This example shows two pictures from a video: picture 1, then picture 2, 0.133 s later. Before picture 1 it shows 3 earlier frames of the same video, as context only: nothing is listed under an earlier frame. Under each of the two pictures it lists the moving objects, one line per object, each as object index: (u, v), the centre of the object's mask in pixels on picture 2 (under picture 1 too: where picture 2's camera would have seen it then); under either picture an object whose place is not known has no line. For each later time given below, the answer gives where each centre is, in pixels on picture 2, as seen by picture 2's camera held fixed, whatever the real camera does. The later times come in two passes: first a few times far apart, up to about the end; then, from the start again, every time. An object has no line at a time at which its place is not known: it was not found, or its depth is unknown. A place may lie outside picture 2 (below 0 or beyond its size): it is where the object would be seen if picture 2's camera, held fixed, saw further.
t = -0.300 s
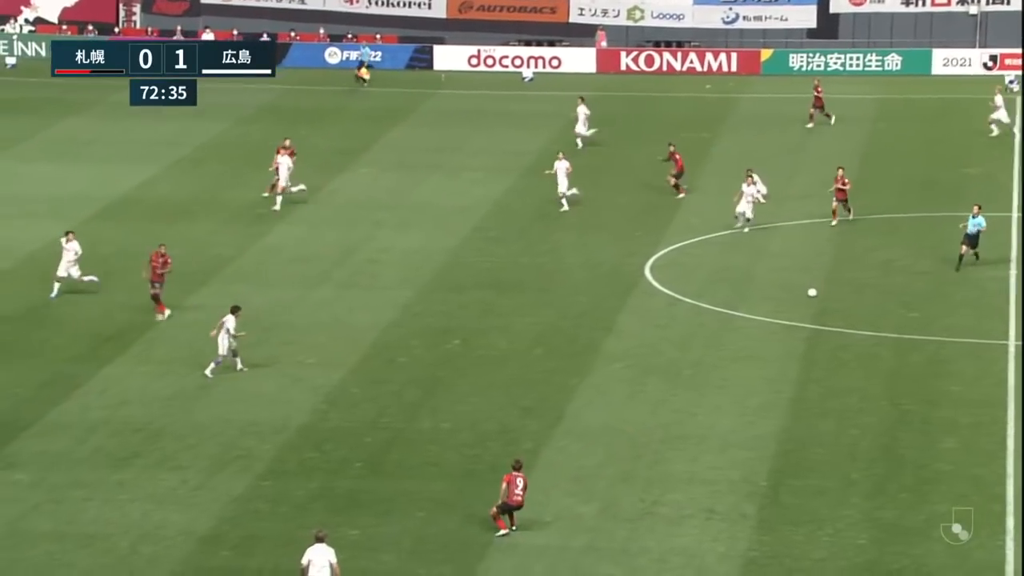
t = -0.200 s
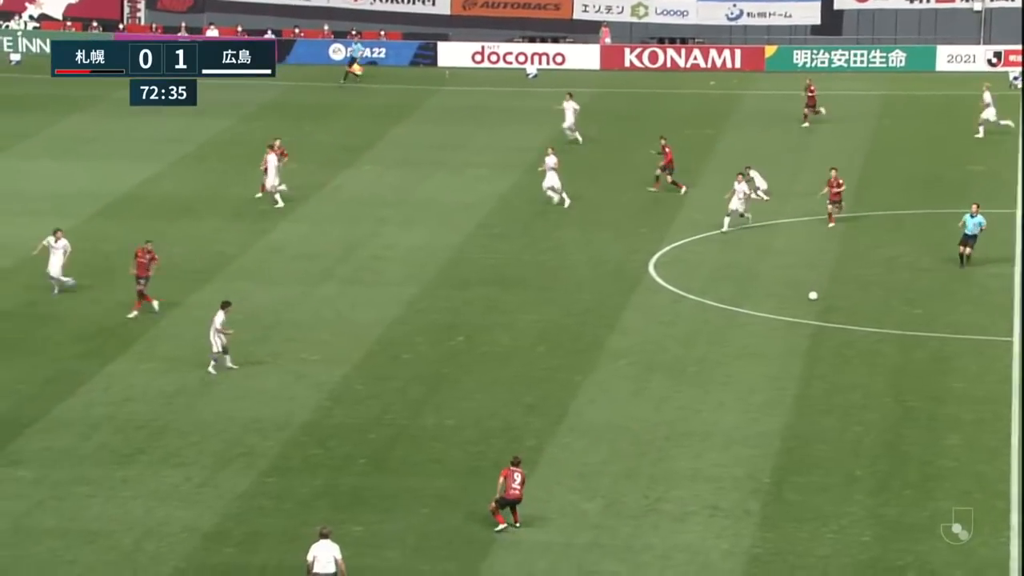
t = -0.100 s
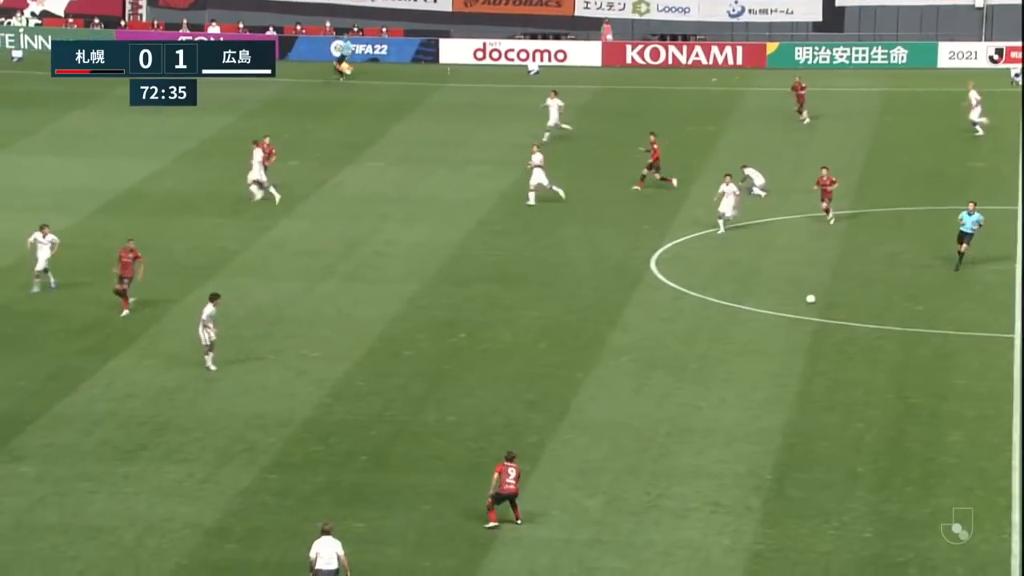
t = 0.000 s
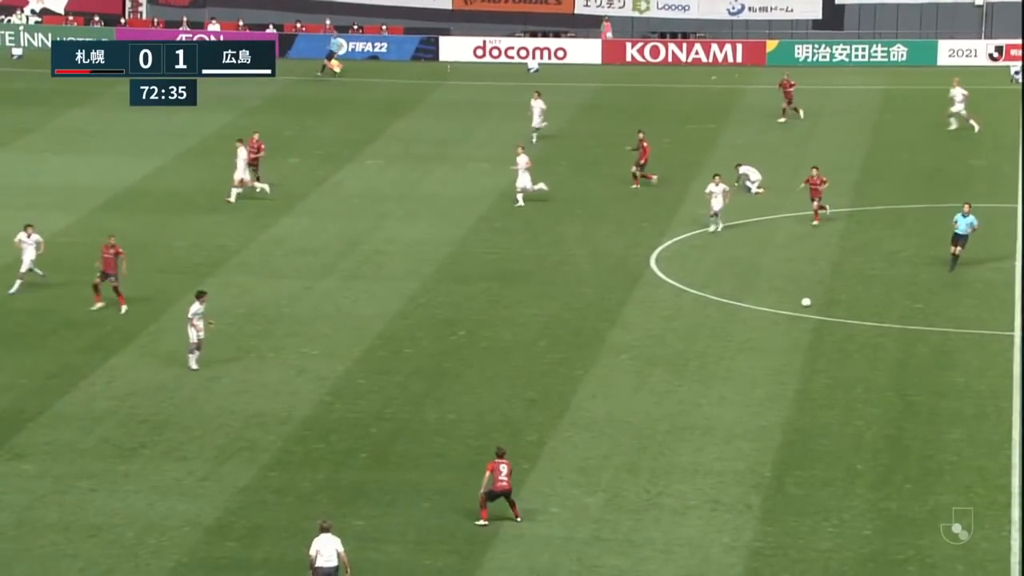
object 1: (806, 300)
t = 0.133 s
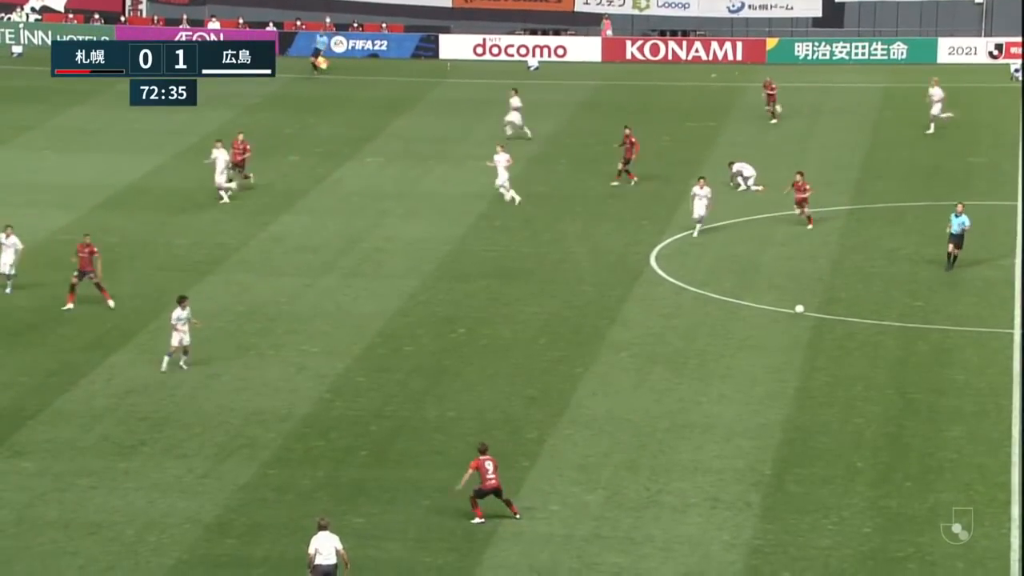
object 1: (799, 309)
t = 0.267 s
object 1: (793, 317)
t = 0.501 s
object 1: (783, 330)
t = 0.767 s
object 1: (774, 346)
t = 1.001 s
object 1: (767, 359)
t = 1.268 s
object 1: (760, 373)
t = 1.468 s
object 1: (752, 383)
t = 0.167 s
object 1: (798, 310)
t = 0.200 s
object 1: (796, 312)
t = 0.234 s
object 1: (794, 314)
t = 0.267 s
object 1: (793, 317)
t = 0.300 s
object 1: (791, 319)
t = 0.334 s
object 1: (789, 321)
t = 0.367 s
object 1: (788, 322)
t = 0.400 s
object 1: (787, 324)
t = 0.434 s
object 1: (785, 326)
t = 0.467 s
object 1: (784, 328)
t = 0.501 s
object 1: (783, 330)
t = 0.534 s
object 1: (782, 332)
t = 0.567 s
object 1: (781, 335)
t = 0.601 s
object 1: (780, 336)
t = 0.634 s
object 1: (778, 338)
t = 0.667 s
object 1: (777, 340)
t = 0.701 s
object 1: (776, 342)
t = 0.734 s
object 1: (775, 344)
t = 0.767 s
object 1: (774, 346)
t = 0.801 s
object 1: (773, 348)
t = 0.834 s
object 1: (772, 350)
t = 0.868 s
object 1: (771, 352)
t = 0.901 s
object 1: (770, 354)
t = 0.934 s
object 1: (769, 356)
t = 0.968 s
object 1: (768, 357)
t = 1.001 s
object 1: (767, 359)
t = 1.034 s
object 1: (767, 361)
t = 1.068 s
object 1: (766, 363)
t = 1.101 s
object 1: (765, 365)
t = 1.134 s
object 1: (764, 366)
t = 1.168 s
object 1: (763, 368)
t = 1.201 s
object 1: (762, 370)
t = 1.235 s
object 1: (761, 372)
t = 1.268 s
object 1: (760, 373)
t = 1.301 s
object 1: (759, 375)
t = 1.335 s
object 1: (758, 377)
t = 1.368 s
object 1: (756, 378)
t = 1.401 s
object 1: (755, 380)
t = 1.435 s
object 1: (754, 382)
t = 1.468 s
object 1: (752, 383)
